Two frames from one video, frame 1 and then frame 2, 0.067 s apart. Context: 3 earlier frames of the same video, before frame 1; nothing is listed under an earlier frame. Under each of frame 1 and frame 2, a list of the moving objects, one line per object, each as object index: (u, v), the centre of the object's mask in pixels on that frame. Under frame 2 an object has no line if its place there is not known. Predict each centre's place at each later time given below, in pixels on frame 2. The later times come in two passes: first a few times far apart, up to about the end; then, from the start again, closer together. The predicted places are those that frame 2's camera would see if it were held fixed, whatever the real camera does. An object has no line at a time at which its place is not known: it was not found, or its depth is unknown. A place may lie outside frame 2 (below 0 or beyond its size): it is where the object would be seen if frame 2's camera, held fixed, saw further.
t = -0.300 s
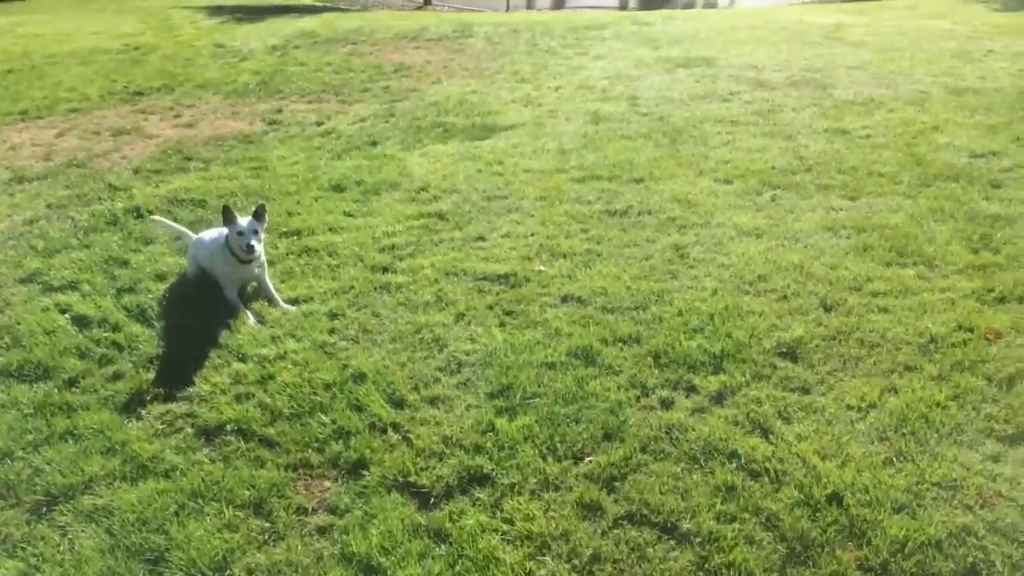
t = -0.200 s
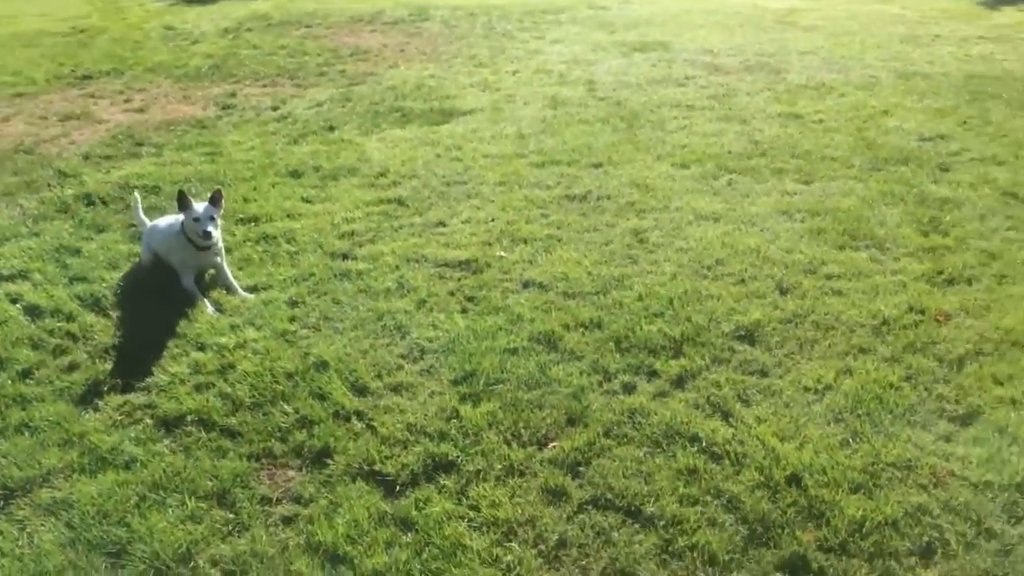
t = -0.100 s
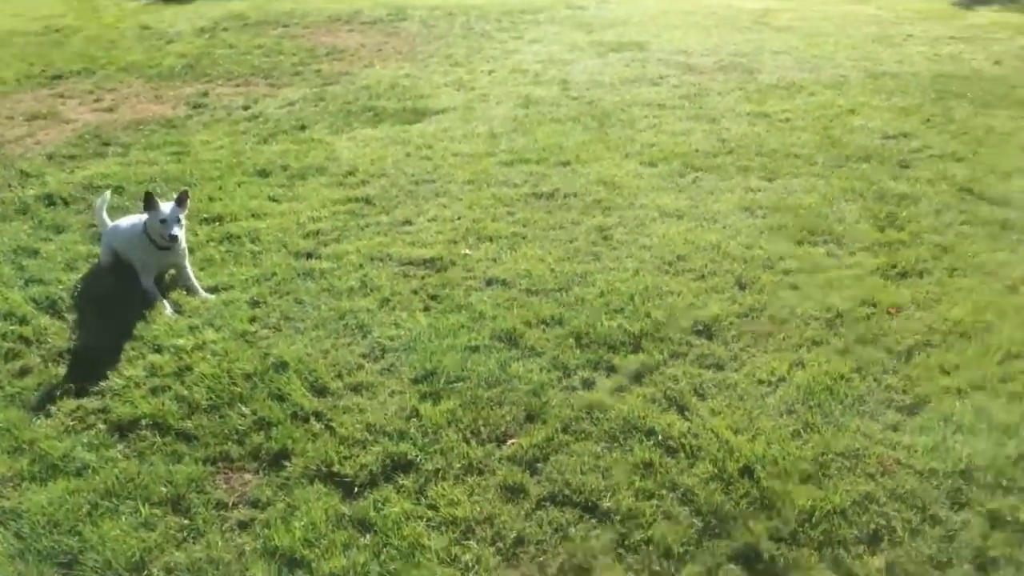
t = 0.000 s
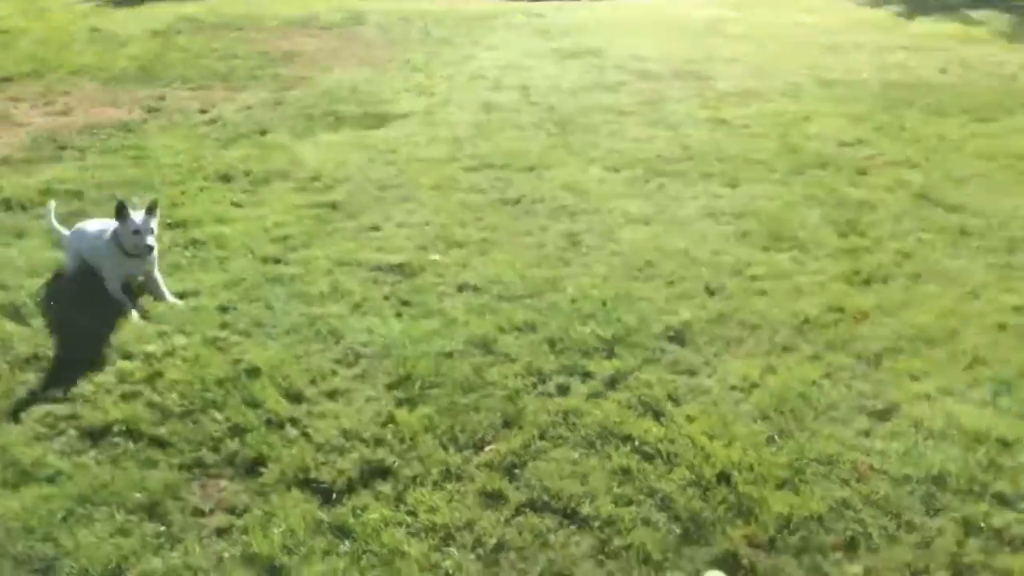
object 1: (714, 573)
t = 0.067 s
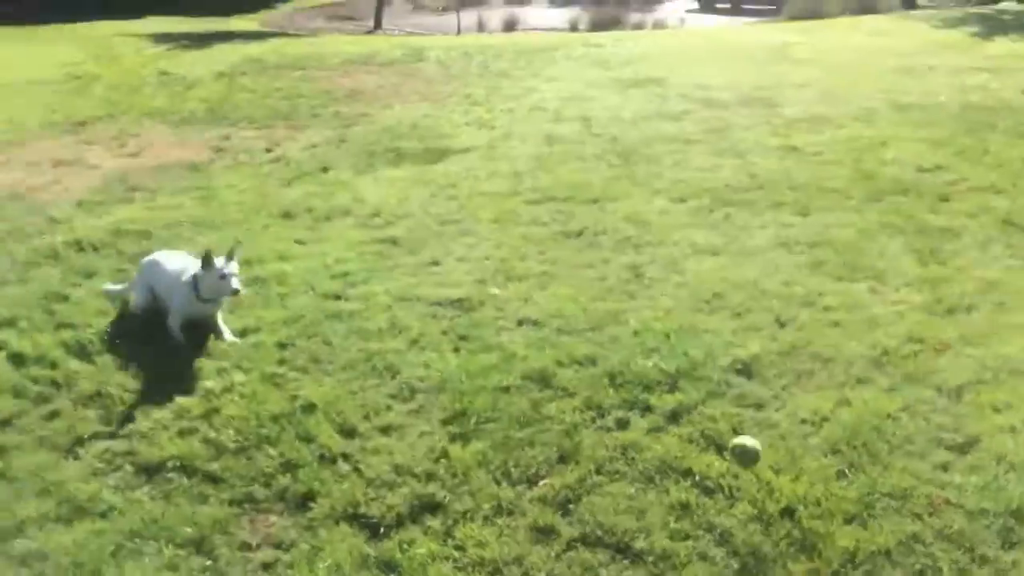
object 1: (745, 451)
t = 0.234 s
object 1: (677, 169)
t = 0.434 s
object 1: (620, 56)
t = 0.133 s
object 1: (715, 312)
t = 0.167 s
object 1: (702, 257)
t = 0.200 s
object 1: (688, 210)
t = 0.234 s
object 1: (677, 169)
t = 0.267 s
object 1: (665, 137)
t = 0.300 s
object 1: (656, 111)
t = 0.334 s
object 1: (645, 89)
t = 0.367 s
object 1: (636, 74)
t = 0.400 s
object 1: (628, 63)
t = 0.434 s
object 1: (620, 56)
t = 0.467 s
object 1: (613, 54)
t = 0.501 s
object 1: (606, 54)
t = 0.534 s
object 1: (600, 58)
